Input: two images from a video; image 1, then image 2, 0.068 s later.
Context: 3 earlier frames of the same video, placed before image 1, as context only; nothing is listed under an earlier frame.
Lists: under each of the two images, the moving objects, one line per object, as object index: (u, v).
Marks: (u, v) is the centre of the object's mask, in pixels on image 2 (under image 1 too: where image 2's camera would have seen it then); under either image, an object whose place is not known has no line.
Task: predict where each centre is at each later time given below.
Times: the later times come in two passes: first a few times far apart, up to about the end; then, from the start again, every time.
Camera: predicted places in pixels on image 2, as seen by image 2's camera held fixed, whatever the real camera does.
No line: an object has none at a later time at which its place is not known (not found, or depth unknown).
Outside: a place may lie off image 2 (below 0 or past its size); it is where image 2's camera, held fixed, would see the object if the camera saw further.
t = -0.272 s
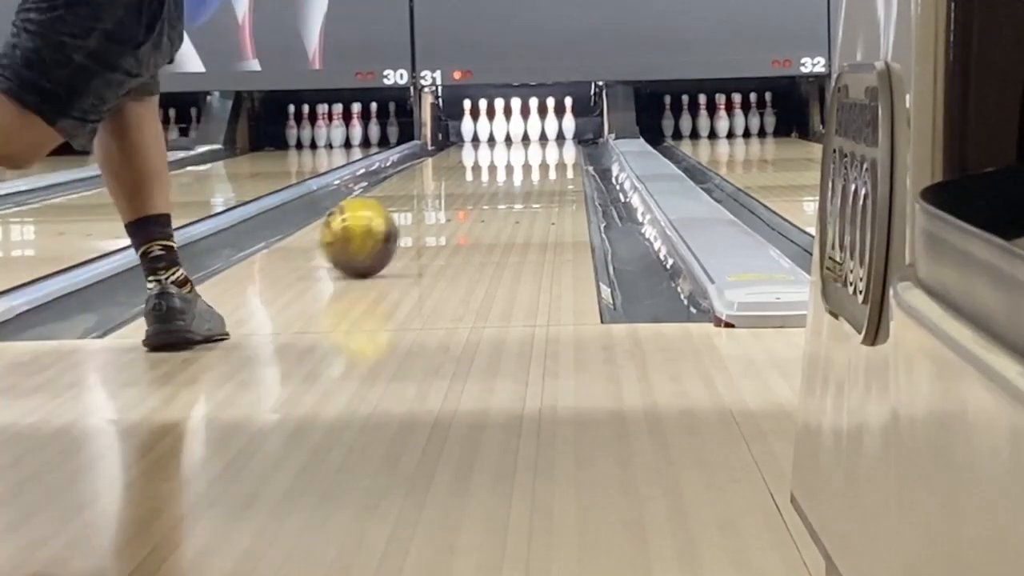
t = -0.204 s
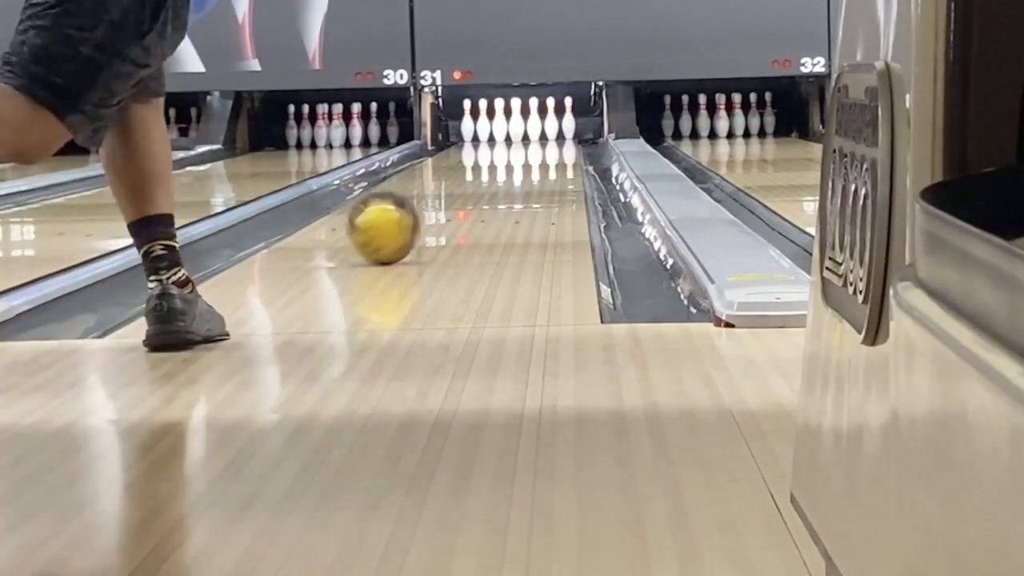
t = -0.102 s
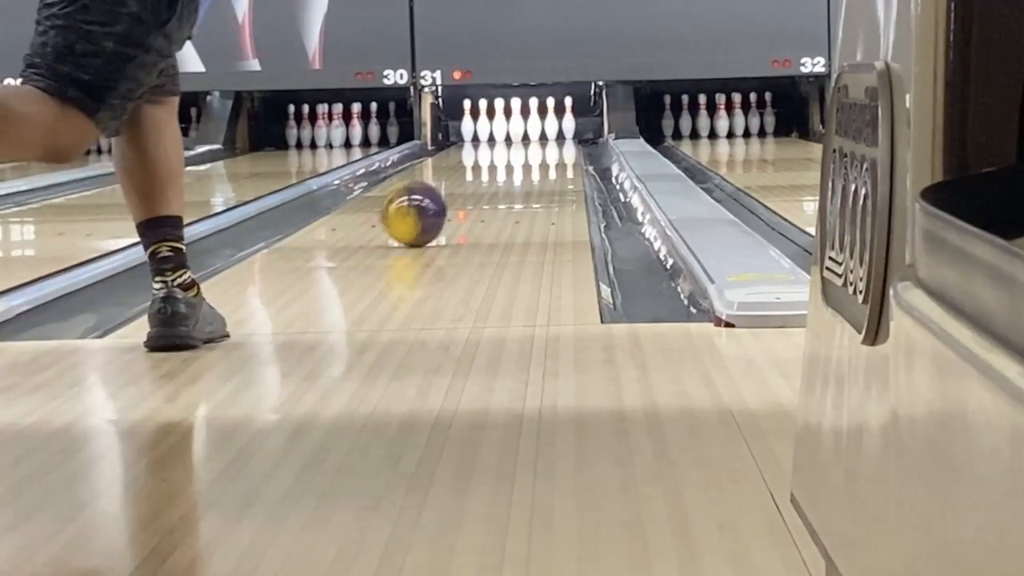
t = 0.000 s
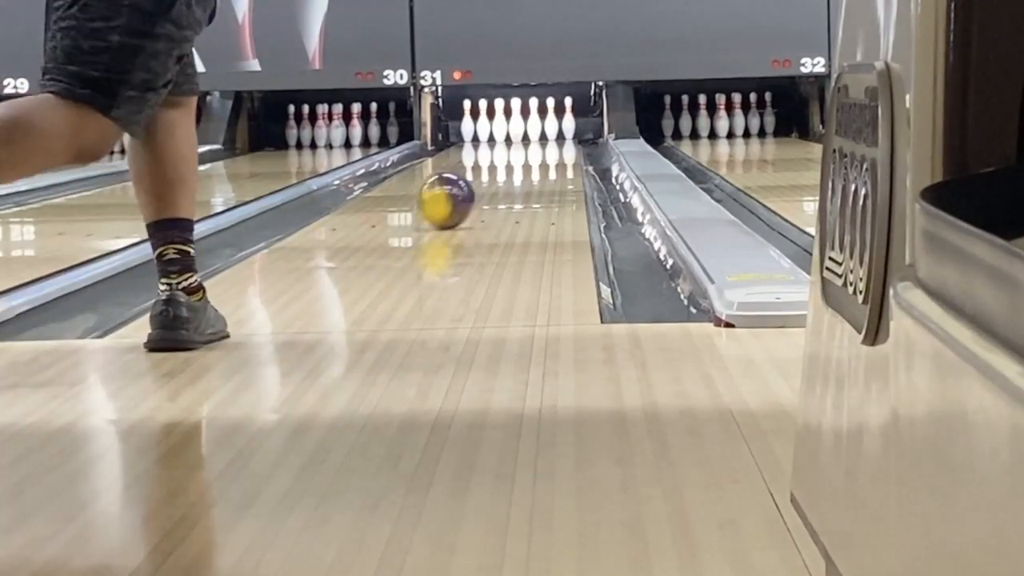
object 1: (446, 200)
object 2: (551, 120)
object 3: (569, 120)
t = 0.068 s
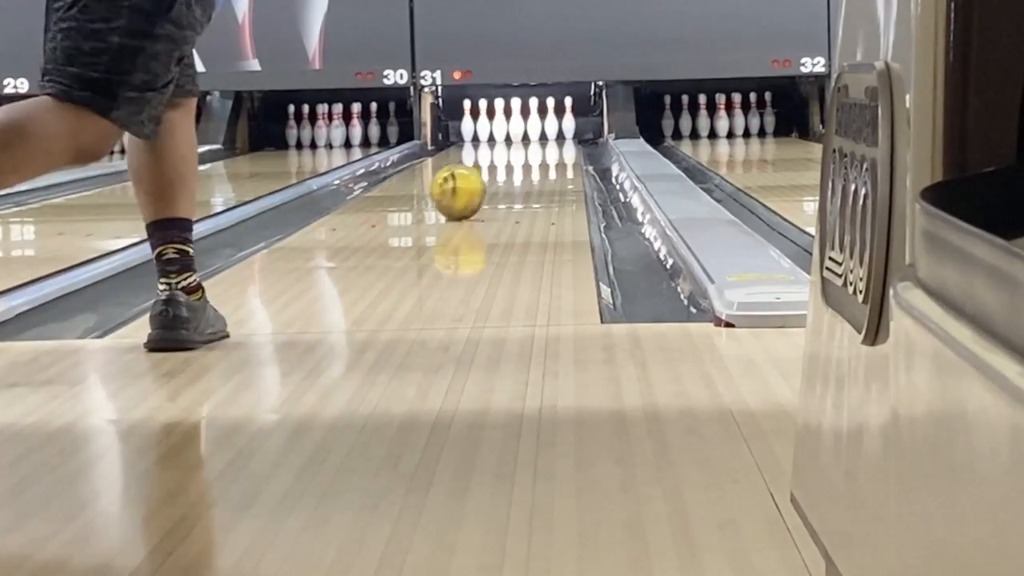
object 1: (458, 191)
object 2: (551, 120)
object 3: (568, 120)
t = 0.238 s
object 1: (485, 179)
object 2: (551, 120)
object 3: (569, 120)
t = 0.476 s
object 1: (511, 164)
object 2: (551, 120)
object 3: (568, 120)
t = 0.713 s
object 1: (529, 154)
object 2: (551, 120)
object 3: (568, 120)
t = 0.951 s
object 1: (541, 146)
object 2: (551, 117)
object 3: (569, 120)
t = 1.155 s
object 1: (548, 141)
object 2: (551, 113)
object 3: (568, 120)
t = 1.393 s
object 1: (546, 136)
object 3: (568, 120)
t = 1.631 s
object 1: (535, 132)
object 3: (568, 120)
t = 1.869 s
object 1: (520, 130)
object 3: (569, 120)
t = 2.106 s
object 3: (581, 130)
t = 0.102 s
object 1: (463, 189)
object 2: (551, 120)
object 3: (569, 120)
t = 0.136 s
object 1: (470, 187)
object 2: (551, 120)
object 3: (569, 120)
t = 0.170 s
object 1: (475, 184)
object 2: (551, 120)
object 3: (569, 120)
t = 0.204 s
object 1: (480, 181)
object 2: (551, 120)
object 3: (569, 120)
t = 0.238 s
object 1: (485, 179)
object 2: (551, 120)
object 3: (569, 120)
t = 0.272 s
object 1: (489, 177)
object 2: (551, 120)
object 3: (568, 120)
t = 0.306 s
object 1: (493, 175)
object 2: (551, 120)
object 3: (568, 120)
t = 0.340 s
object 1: (497, 173)
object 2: (551, 120)
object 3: (568, 120)
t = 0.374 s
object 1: (501, 171)
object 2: (551, 120)
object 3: (568, 120)
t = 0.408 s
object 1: (505, 169)
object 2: (551, 120)
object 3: (569, 120)
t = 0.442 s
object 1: (509, 166)
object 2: (551, 120)
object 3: (568, 120)
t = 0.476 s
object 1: (511, 164)
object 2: (551, 120)
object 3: (568, 120)
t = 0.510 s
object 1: (514, 163)
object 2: (551, 120)
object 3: (568, 120)
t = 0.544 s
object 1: (517, 162)
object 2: (551, 120)
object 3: (568, 120)
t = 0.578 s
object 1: (520, 160)
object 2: (551, 120)
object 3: (568, 120)
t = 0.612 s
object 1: (523, 158)
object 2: (551, 120)
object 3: (568, 120)
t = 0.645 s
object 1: (525, 157)
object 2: (551, 120)
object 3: (568, 120)
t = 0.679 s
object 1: (527, 156)
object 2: (551, 120)
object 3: (568, 120)
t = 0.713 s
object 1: (529, 154)
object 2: (551, 120)
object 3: (568, 120)
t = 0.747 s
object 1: (531, 153)
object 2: (551, 120)
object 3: (568, 120)
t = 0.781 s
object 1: (533, 152)
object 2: (551, 120)
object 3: (568, 120)
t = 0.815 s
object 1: (535, 151)
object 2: (551, 120)
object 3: (569, 120)
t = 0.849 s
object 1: (537, 149)
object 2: (551, 119)
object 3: (568, 120)
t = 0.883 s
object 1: (539, 148)
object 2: (551, 118)
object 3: (569, 120)
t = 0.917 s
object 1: (540, 146)
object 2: (551, 118)
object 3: (569, 120)
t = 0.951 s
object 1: (541, 146)
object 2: (551, 117)
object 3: (569, 120)
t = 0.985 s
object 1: (543, 144)
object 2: (551, 115)
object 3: (569, 120)
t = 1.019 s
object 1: (544, 144)
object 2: (551, 115)
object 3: (569, 120)
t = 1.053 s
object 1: (545, 143)
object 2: (551, 115)
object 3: (569, 120)
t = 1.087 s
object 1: (546, 142)
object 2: (551, 114)
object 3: (569, 120)
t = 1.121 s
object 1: (547, 141)
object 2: (551, 114)
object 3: (568, 120)
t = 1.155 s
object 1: (548, 141)
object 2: (551, 113)
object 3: (568, 120)
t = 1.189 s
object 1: (548, 140)
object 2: (551, 113)
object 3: (569, 120)
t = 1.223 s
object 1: (549, 139)
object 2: (551, 112)
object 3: (568, 120)
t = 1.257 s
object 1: (548, 138)
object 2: (551, 112)
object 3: (568, 120)
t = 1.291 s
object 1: (549, 138)
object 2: (551, 112)
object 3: (568, 120)
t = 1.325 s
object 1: (547, 137)
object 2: (551, 112)
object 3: (569, 120)
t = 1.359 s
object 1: (547, 137)
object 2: (551, 111)
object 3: (568, 120)
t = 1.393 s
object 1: (546, 136)
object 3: (568, 120)
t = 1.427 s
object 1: (546, 135)
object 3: (568, 120)
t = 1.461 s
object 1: (544, 134)
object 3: (568, 120)
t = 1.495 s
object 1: (543, 134)
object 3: (568, 120)
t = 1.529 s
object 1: (541, 133)
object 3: (568, 120)
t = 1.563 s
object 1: (539, 133)
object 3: (568, 120)
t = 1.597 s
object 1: (537, 132)
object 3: (568, 120)
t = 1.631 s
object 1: (535, 132)
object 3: (568, 120)
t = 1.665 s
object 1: (533, 132)
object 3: (568, 120)
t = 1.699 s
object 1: (531, 132)
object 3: (568, 120)
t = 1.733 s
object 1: (528, 131)
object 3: (569, 120)
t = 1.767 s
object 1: (525, 131)
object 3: (568, 120)
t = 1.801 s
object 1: (522, 129)
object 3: (569, 120)
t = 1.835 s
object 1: (522, 130)
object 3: (569, 120)
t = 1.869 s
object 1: (520, 130)
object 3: (569, 120)
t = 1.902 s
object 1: (518, 128)
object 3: (570, 120)
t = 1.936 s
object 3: (574, 118)
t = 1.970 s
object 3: (579, 119)
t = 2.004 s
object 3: (584, 120)
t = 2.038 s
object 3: (584, 123)
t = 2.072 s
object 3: (579, 121)
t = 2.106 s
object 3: (581, 130)
